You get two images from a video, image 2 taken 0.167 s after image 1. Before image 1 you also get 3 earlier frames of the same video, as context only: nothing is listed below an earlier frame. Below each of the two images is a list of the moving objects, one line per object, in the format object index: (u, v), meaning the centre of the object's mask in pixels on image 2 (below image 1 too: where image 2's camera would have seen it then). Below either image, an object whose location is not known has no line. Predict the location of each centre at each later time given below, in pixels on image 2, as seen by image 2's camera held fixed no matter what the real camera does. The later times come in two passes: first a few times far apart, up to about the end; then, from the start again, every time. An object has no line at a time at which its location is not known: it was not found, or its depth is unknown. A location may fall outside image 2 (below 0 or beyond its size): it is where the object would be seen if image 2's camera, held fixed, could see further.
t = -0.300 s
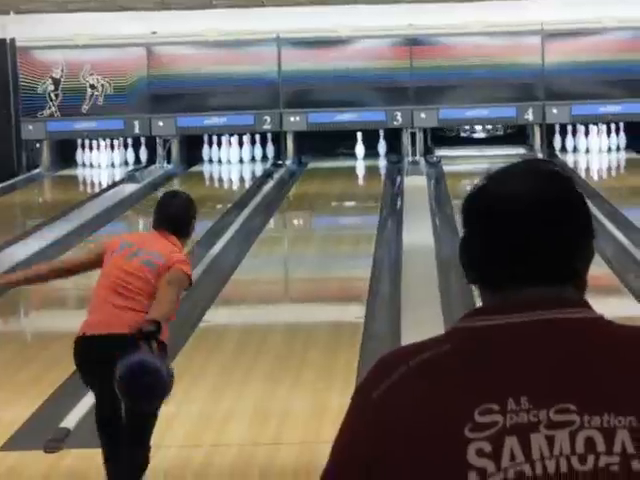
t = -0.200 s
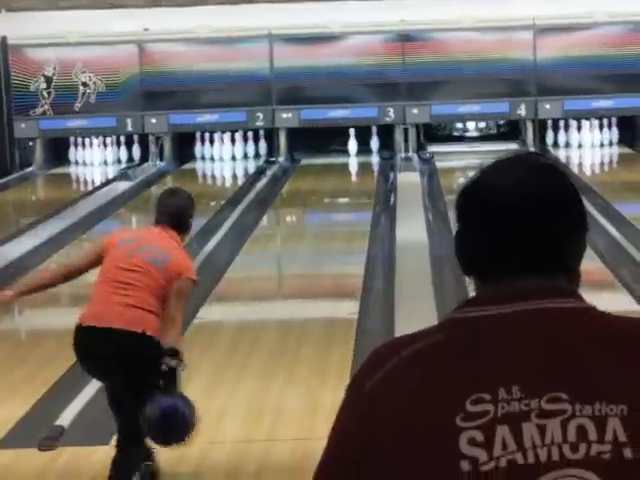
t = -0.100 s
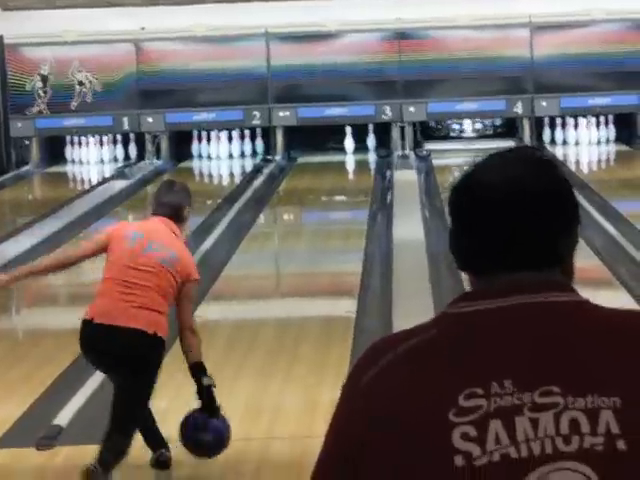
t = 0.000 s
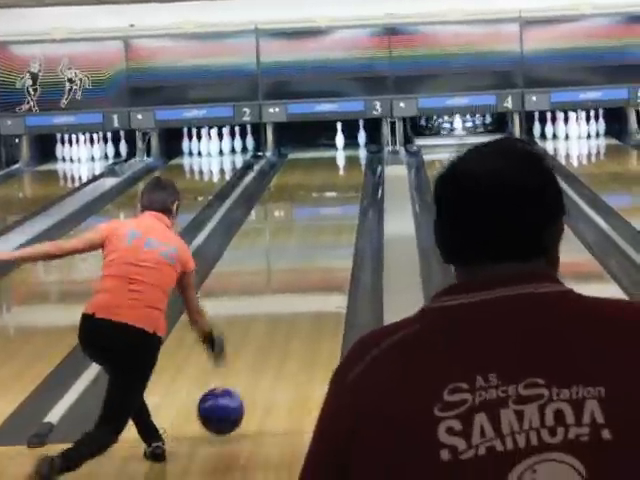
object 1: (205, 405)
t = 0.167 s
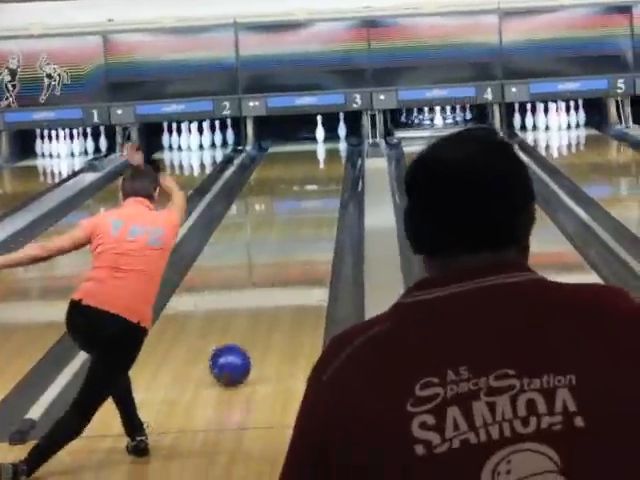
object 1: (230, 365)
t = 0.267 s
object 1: (242, 342)
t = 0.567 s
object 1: (272, 289)
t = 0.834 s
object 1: (291, 253)
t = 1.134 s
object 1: (307, 223)
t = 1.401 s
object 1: (318, 202)
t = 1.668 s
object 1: (326, 185)
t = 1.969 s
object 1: (332, 170)
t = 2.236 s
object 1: (336, 159)
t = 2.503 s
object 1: (336, 149)
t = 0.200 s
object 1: (234, 357)
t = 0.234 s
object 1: (239, 349)
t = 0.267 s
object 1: (242, 342)
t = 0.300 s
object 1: (245, 335)
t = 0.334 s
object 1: (250, 329)
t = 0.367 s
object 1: (254, 324)
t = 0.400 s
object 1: (258, 319)
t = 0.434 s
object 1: (261, 313)
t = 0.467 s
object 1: (264, 307)
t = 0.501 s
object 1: (267, 301)
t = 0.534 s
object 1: (270, 295)
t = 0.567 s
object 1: (272, 289)
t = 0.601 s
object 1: (275, 284)
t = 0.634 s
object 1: (278, 279)
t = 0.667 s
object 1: (280, 274)
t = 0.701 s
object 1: (282, 270)
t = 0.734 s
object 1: (285, 265)
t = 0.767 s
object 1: (287, 261)
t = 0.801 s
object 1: (290, 257)
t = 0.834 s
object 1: (291, 253)
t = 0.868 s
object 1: (293, 250)
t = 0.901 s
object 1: (296, 246)
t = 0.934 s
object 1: (297, 242)
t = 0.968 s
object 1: (299, 239)
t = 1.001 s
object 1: (301, 236)
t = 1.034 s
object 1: (303, 232)
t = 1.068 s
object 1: (304, 229)
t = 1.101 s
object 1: (306, 226)
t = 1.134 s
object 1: (307, 223)
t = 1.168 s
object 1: (309, 221)
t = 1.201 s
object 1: (310, 218)
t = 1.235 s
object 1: (312, 214)
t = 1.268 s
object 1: (313, 212)
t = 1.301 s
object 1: (314, 209)
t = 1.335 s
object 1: (316, 206)
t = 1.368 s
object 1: (316, 204)
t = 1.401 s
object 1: (318, 202)
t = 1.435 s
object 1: (319, 199)
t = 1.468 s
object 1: (320, 197)
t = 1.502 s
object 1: (321, 195)
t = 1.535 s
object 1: (322, 193)
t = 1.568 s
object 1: (323, 191)
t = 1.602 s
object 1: (324, 189)
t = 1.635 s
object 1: (325, 187)
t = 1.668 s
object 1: (326, 185)
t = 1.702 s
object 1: (327, 183)
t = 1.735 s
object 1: (327, 181)
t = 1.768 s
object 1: (328, 179)
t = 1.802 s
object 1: (329, 178)
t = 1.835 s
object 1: (329, 176)
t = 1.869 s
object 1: (330, 175)
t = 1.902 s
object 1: (331, 174)
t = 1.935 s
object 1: (332, 172)
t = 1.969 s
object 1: (332, 170)
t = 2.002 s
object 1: (333, 169)
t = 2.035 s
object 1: (333, 167)
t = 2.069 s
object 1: (334, 165)
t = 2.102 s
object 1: (334, 164)
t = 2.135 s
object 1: (334, 162)
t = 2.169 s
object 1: (335, 162)
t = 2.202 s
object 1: (335, 160)
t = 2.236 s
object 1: (336, 159)
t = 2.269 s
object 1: (336, 157)
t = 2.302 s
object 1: (336, 156)
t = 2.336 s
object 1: (336, 154)
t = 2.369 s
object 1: (336, 153)
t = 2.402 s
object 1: (336, 152)
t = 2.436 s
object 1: (336, 151)
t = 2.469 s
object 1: (336, 150)
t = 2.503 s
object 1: (336, 149)
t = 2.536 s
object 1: (336, 148)
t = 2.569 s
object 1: (337, 147)
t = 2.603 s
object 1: (337, 147)
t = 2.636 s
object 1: (337, 146)
